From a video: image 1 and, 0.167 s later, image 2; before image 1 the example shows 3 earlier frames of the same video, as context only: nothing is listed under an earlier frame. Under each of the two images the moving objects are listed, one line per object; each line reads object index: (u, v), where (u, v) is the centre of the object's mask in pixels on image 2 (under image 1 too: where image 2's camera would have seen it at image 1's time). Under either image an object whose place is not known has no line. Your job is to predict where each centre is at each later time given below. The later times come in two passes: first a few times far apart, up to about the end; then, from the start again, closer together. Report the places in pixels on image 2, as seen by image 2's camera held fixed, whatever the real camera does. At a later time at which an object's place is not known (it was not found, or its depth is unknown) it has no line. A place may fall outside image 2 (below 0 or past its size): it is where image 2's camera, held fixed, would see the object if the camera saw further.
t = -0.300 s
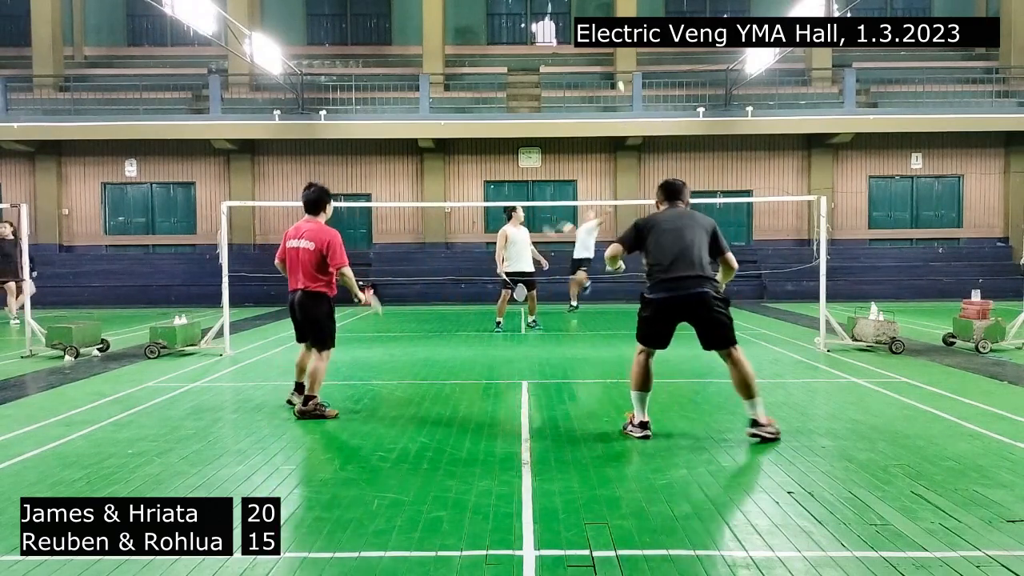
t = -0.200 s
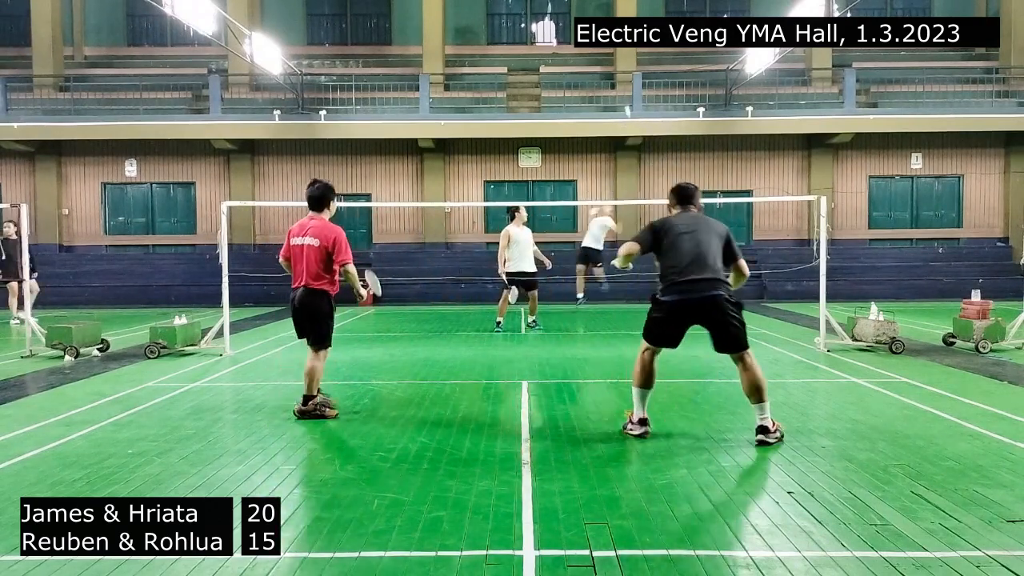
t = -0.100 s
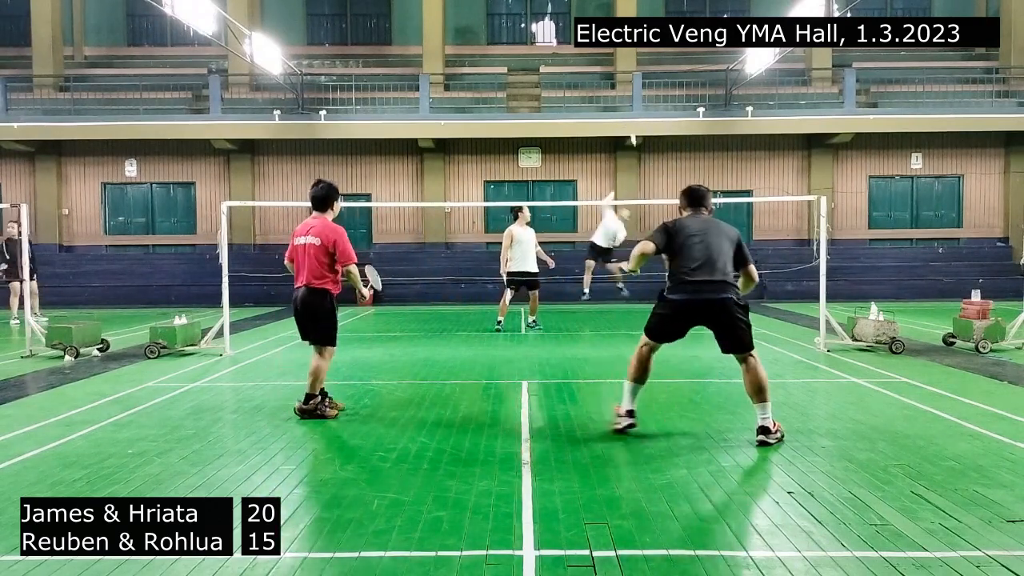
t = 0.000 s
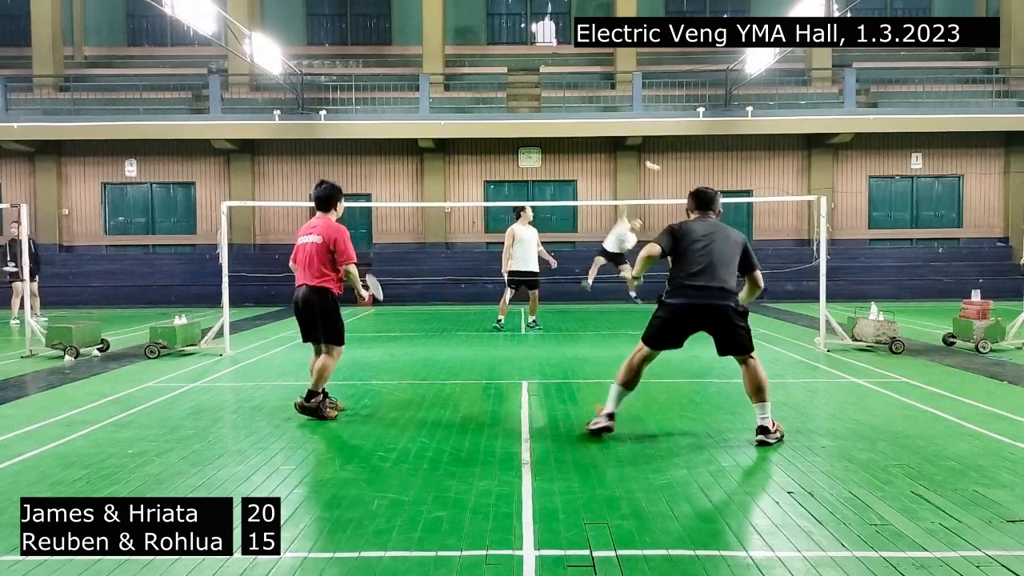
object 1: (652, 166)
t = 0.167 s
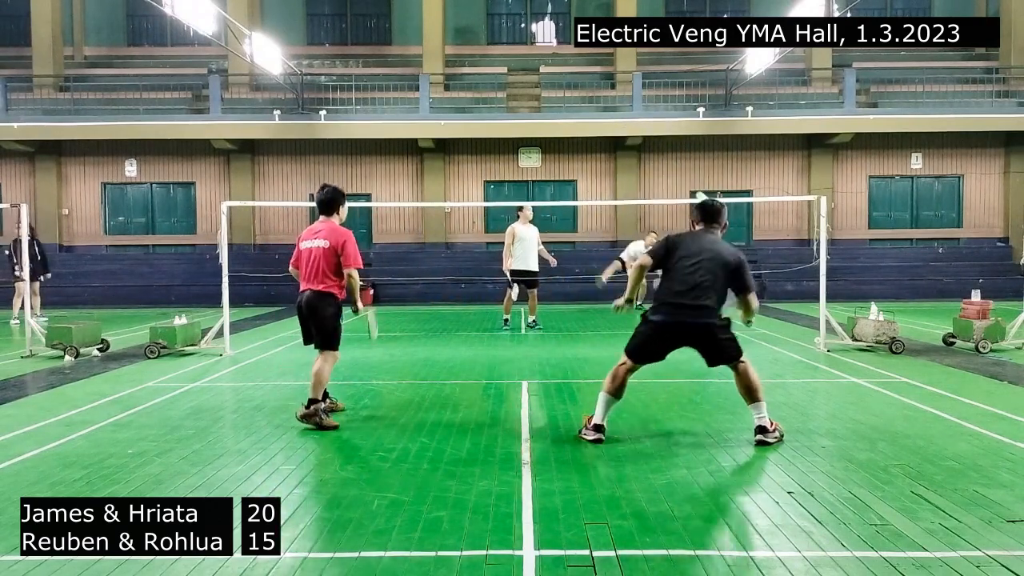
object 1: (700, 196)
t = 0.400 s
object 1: (760, 292)
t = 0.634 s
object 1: (810, 453)
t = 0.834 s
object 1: (853, 455)
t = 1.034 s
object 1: (903, 505)
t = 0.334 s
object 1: (746, 257)
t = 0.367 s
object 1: (753, 274)
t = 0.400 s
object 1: (760, 292)
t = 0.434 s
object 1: (768, 311)
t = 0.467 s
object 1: (775, 333)
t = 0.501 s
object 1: (784, 359)
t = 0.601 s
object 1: (806, 447)
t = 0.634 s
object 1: (810, 453)
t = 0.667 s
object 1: (814, 451)
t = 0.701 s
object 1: (822, 446)
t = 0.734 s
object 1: (831, 443)
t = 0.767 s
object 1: (838, 444)
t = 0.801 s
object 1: (845, 448)
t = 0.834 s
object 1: (853, 455)
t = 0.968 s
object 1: (885, 505)
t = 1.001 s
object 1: (894, 510)
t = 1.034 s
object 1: (903, 505)
